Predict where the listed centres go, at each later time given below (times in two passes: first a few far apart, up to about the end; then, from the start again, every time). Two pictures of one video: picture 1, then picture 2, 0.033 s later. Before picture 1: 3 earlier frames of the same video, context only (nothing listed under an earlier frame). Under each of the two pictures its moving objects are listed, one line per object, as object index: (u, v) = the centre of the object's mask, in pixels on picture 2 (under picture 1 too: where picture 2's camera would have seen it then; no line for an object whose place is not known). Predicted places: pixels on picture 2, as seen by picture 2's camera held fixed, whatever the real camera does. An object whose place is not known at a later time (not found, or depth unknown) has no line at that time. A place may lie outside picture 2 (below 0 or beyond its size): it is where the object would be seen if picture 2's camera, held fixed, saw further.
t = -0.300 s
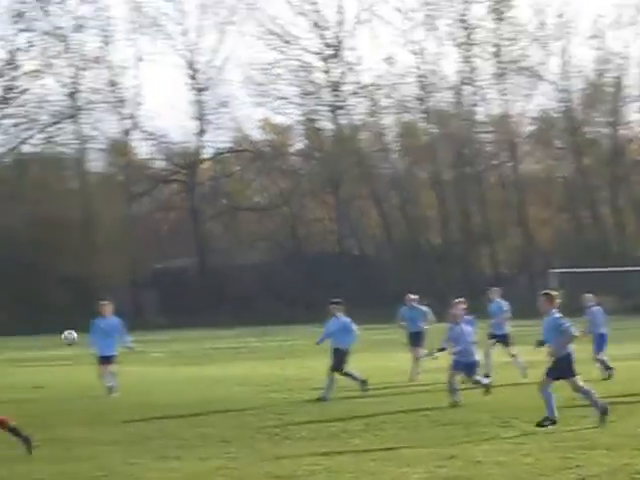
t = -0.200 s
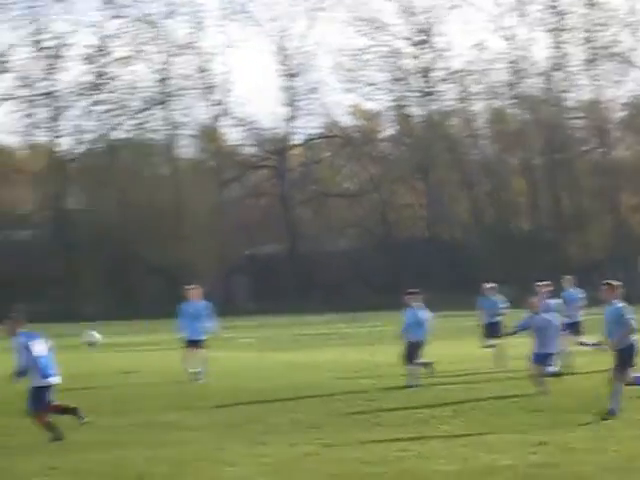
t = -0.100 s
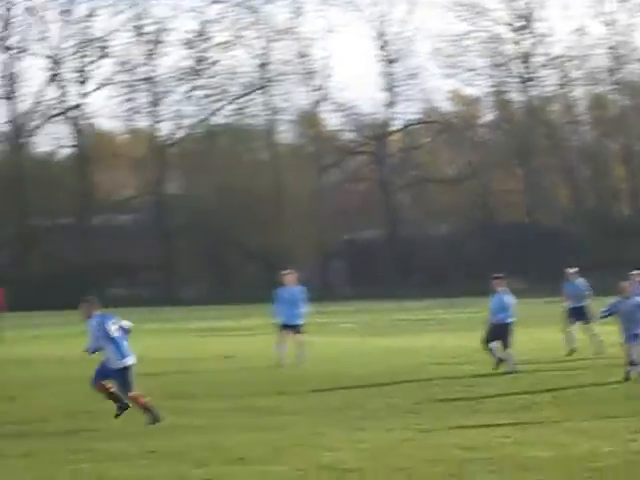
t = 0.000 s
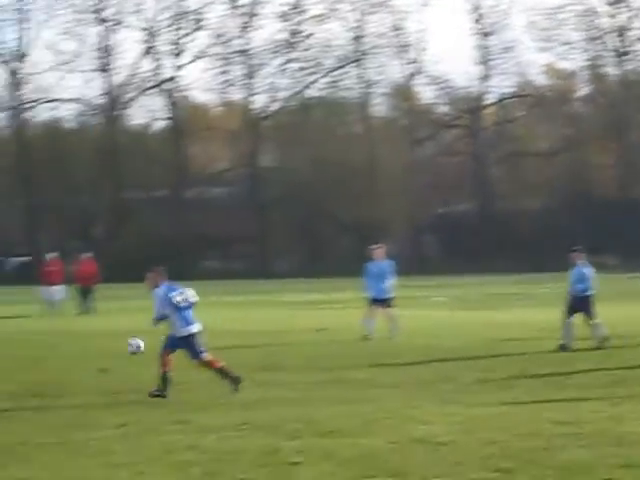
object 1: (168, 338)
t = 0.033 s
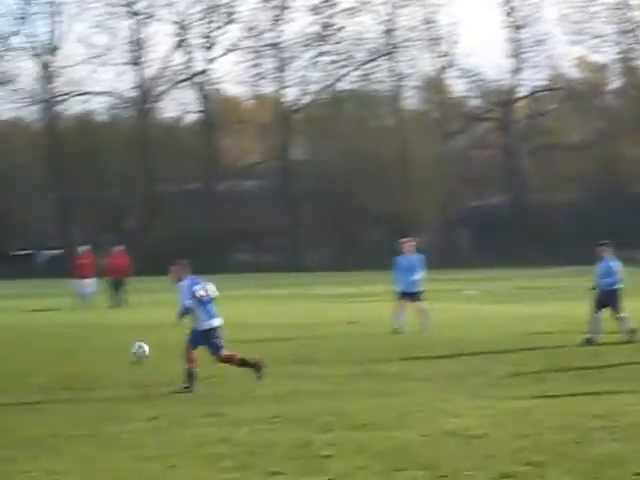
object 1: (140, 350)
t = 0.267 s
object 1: (-40, 357)
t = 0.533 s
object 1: (-258, 359)
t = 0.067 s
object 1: (112, 363)
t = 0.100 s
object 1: (82, 376)
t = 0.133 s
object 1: (54, 379)
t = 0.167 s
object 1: (30, 372)
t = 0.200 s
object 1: (8, 366)
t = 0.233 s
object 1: (-16, 362)
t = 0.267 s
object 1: (-40, 357)
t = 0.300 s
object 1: (-64, 354)
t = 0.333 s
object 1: (-90, 352)
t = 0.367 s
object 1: (-116, 350)
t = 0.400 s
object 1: (-143, 349)
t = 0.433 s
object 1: (-171, 350)
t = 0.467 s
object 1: (-199, 352)
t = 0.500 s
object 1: (-228, 355)
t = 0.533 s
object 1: (-258, 359)
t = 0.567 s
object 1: (-289, 365)
